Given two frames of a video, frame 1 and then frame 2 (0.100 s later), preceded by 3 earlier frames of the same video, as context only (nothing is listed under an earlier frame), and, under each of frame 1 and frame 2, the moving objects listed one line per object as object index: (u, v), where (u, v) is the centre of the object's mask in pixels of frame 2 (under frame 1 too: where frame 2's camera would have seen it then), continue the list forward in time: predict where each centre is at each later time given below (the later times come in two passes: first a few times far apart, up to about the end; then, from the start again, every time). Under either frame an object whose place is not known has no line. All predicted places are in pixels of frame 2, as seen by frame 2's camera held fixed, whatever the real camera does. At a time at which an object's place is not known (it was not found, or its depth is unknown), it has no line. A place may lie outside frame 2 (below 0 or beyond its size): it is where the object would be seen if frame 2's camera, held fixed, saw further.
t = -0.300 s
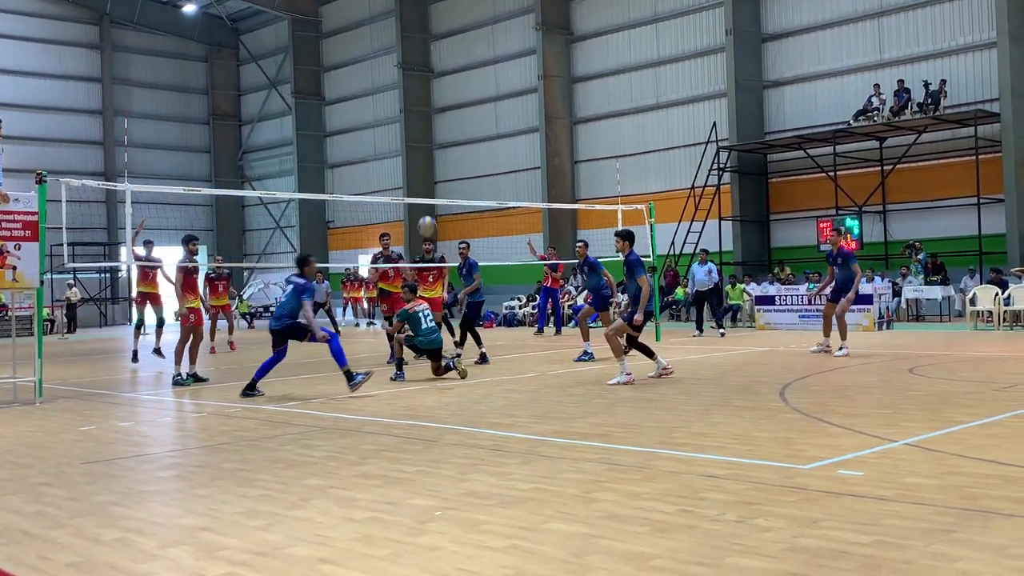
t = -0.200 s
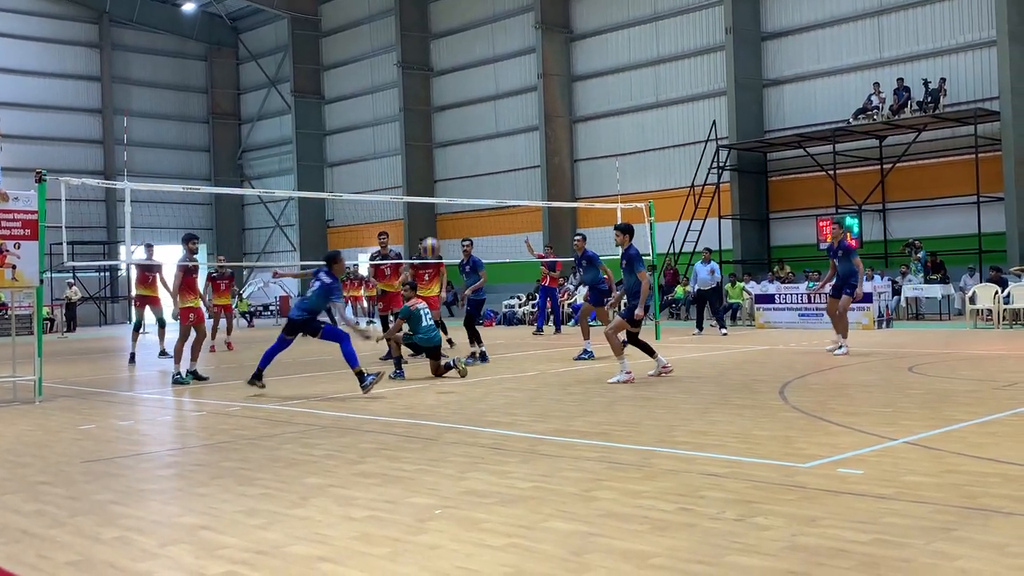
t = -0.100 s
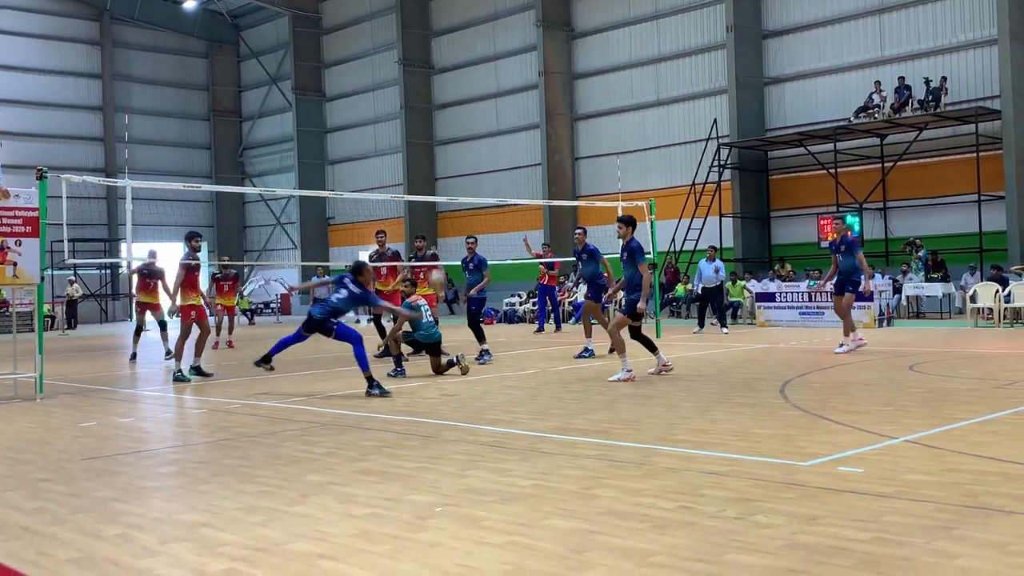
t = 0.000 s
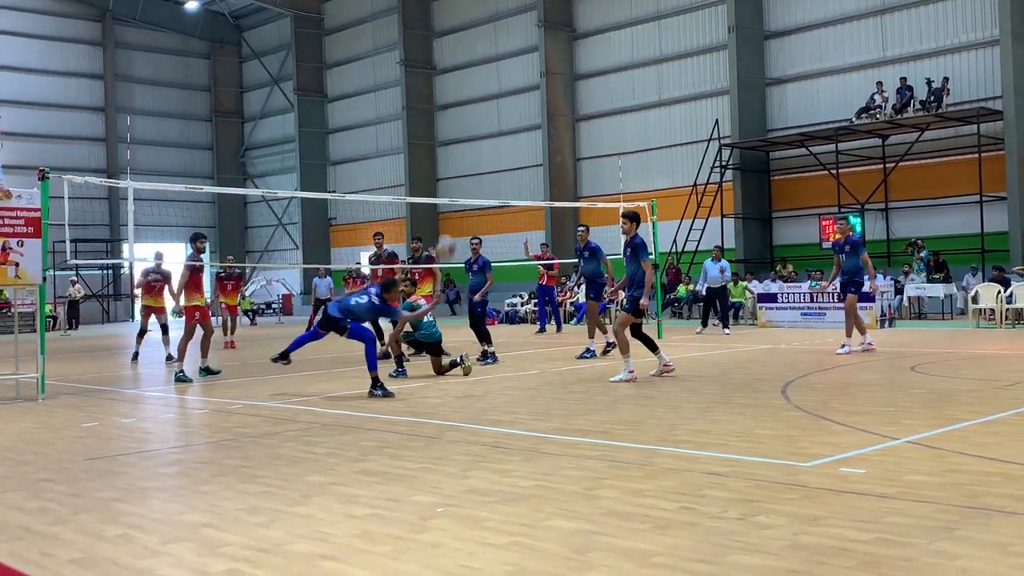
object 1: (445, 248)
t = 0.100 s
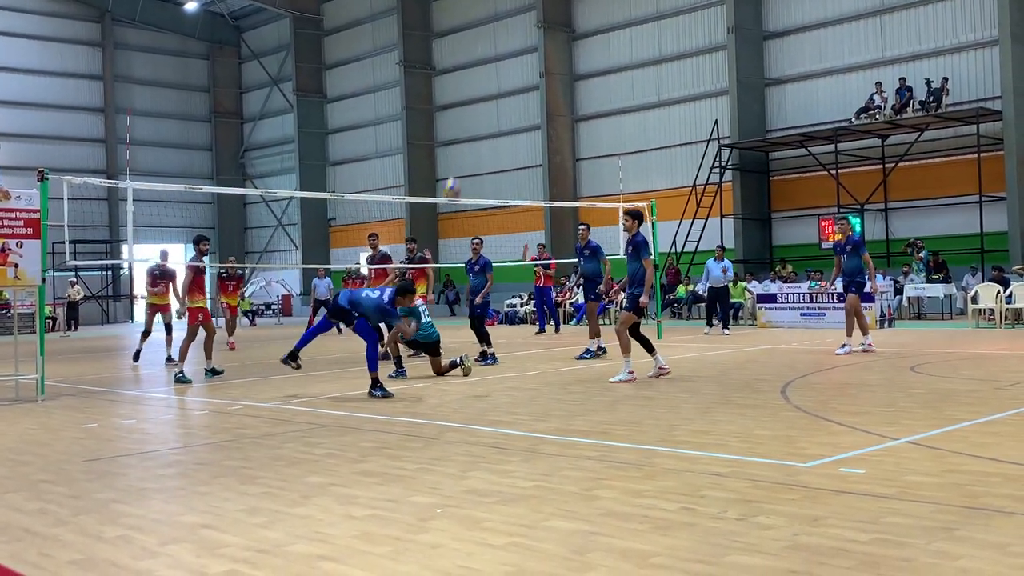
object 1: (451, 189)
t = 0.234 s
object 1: (460, 127)
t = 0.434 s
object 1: (471, 71)
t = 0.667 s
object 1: (484, 54)
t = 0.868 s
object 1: (496, 75)
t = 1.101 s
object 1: (510, 139)
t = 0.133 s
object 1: (453, 171)
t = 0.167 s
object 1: (456, 156)
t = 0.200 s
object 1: (458, 142)
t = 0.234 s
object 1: (460, 127)
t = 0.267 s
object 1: (462, 116)
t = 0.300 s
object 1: (464, 105)
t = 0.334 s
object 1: (466, 95)
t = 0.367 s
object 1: (468, 86)
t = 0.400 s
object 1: (470, 78)
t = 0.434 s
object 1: (471, 71)
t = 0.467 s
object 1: (473, 66)
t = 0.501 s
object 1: (475, 61)
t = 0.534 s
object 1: (477, 58)
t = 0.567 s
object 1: (479, 56)
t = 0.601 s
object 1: (481, 54)
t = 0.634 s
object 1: (482, 54)
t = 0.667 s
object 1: (484, 54)
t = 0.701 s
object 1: (486, 55)
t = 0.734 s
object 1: (488, 57)
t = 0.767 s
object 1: (491, 60)
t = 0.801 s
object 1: (492, 64)
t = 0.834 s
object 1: (494, 68)
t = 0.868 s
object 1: (496, 75)
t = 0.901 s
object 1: (498, 81)
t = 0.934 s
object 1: (500, 90)
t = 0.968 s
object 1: (503, 98)
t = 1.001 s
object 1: (504, 106)
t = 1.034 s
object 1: (506, 116)
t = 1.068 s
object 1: (508, 128)
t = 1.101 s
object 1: (510, 139)
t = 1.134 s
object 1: (513, 151)
